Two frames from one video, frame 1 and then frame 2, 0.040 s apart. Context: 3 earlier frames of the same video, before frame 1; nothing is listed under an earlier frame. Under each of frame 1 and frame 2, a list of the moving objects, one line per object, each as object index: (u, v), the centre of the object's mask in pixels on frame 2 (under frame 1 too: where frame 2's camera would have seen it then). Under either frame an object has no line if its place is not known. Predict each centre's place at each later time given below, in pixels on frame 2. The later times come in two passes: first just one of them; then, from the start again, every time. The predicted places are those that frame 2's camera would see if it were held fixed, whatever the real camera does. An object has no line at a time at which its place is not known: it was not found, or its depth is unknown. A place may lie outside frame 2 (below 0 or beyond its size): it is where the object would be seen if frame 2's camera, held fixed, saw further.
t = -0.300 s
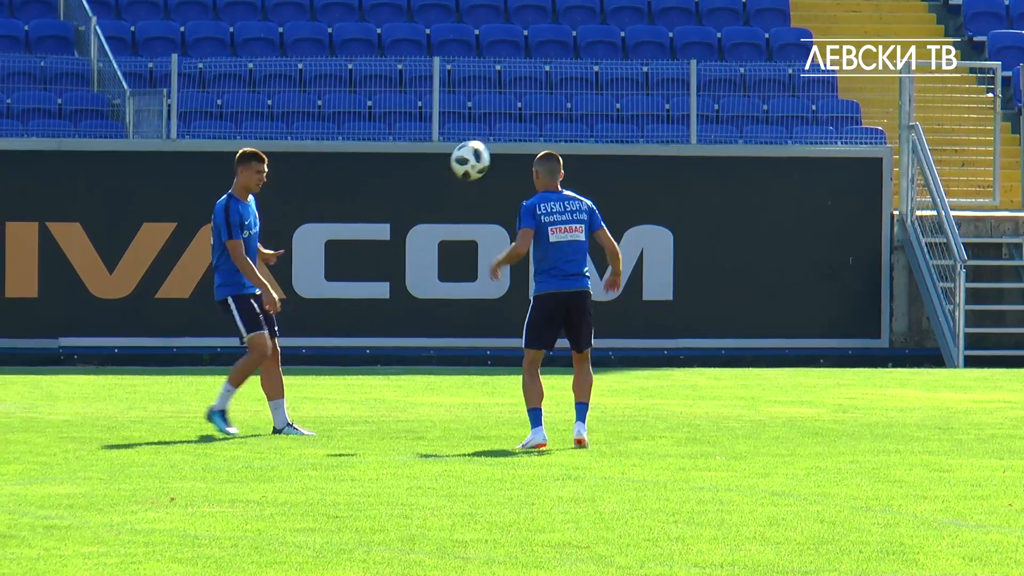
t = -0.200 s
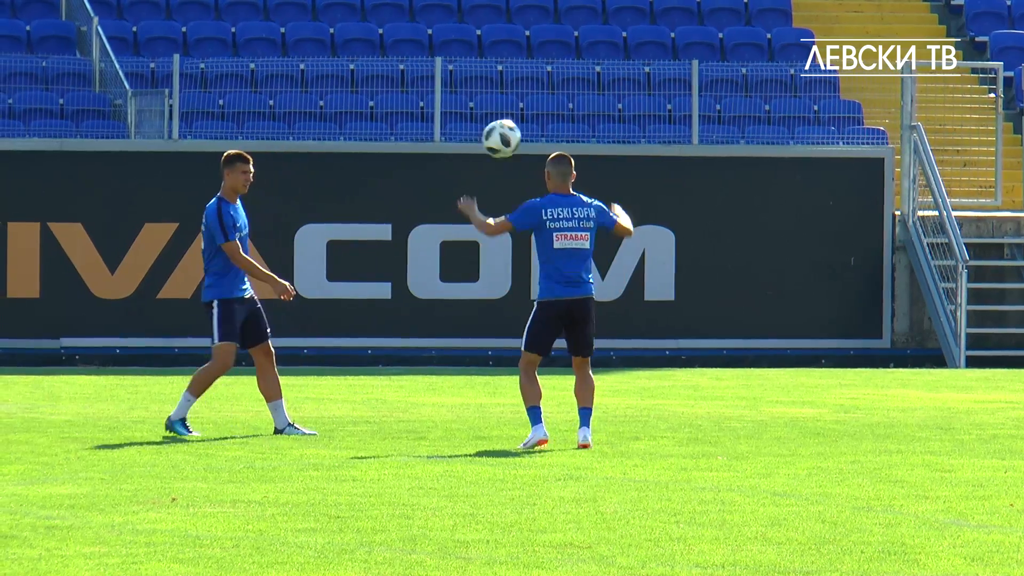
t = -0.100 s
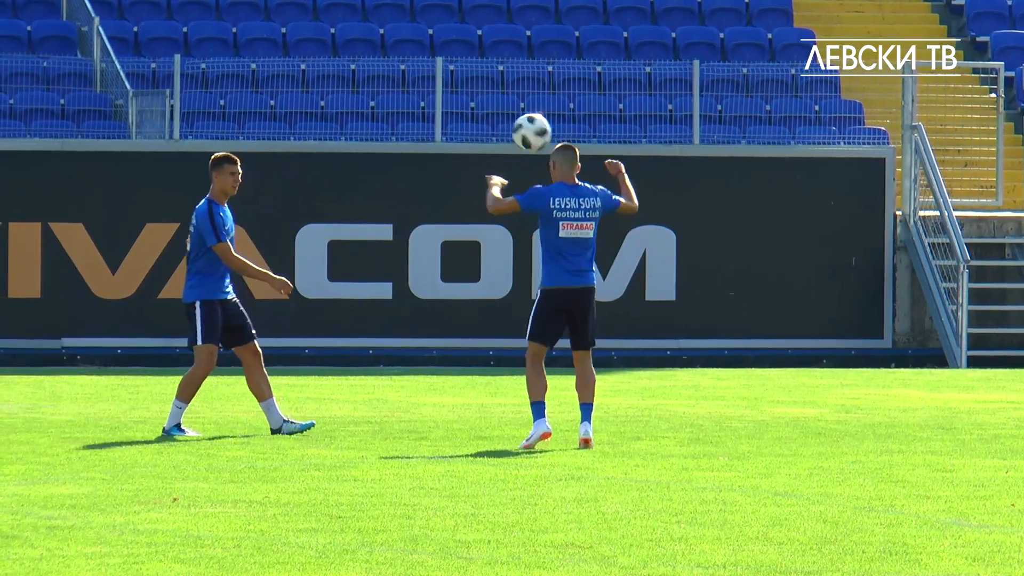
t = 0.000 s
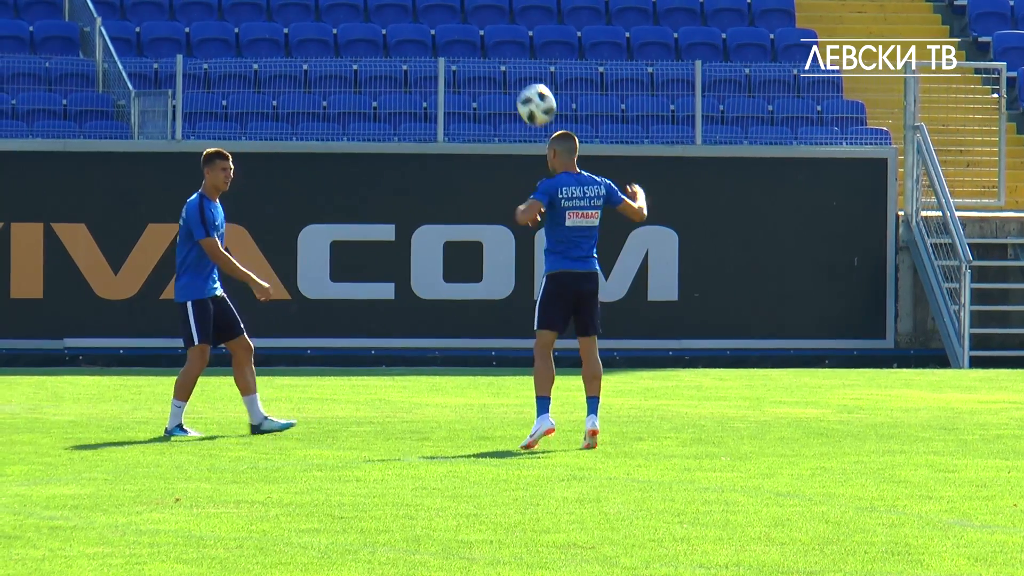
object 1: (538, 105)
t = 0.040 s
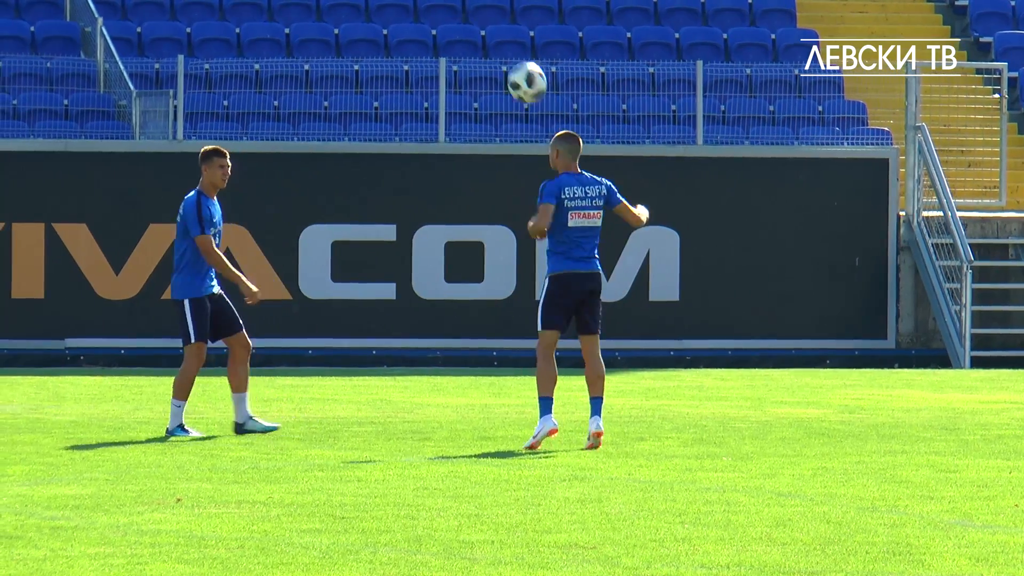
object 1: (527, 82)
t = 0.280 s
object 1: (467, 10)
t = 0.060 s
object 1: (522, 72)
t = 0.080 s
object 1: (517, 62)
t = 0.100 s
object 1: (512, 53)
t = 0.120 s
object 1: (507, 45)
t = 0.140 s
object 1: (502, 38)
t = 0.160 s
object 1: (497, 30)
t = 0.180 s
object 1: (492, 24)
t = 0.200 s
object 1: (487, 18)
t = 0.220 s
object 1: (482, 15)
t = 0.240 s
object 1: (476, 13)
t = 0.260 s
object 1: (472, 11)
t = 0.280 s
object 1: (467, 10)
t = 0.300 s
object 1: (462, 9)
